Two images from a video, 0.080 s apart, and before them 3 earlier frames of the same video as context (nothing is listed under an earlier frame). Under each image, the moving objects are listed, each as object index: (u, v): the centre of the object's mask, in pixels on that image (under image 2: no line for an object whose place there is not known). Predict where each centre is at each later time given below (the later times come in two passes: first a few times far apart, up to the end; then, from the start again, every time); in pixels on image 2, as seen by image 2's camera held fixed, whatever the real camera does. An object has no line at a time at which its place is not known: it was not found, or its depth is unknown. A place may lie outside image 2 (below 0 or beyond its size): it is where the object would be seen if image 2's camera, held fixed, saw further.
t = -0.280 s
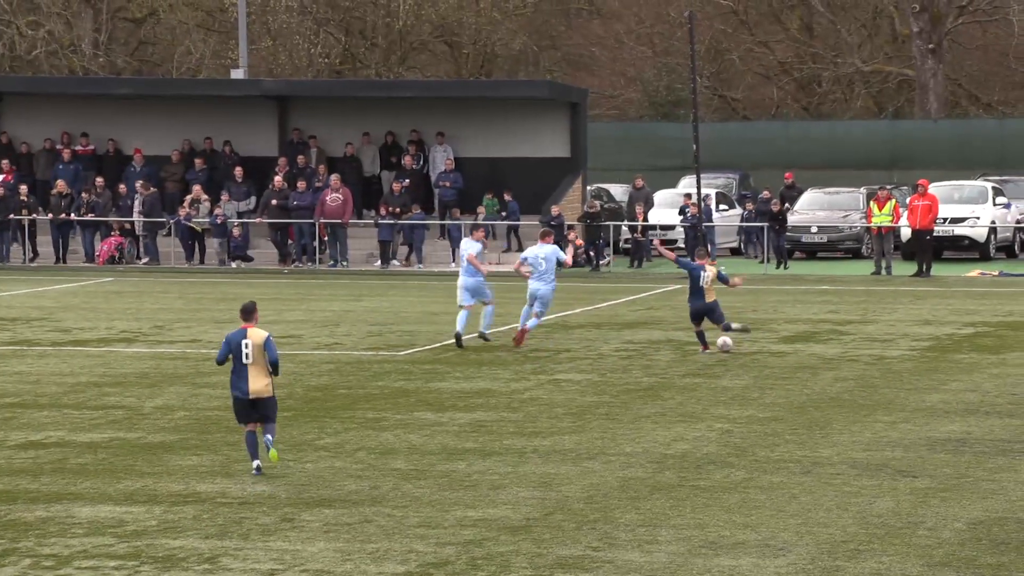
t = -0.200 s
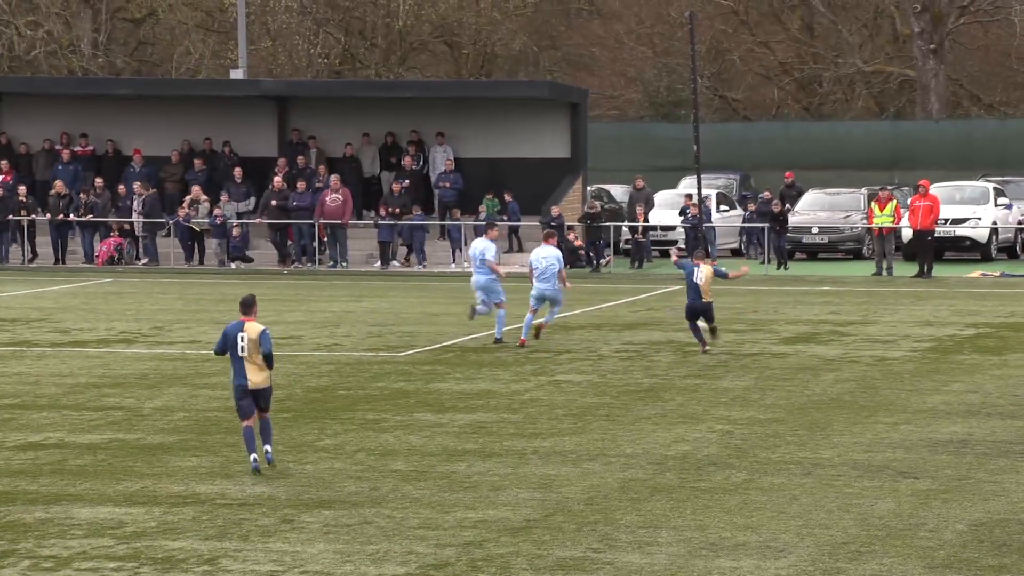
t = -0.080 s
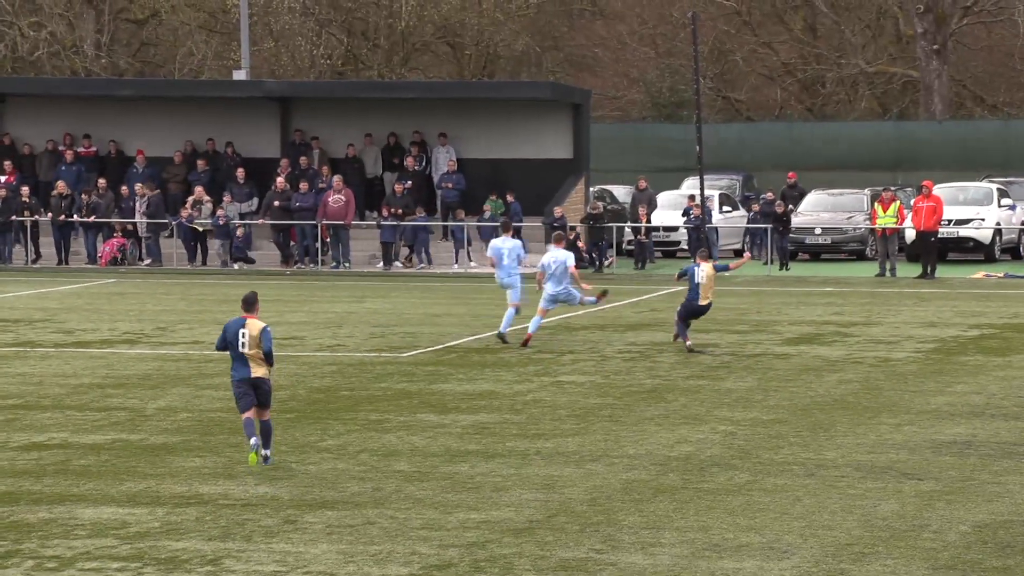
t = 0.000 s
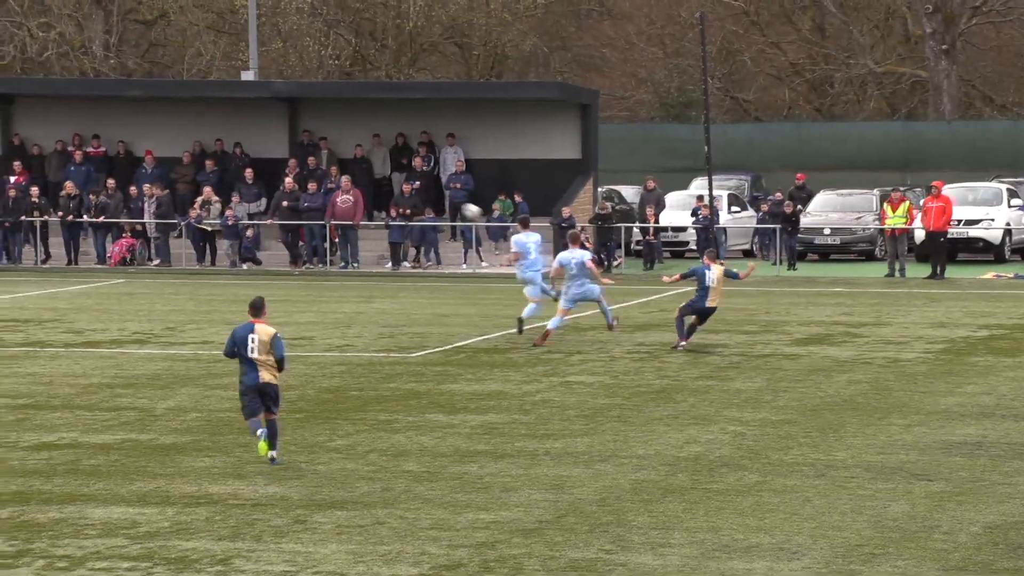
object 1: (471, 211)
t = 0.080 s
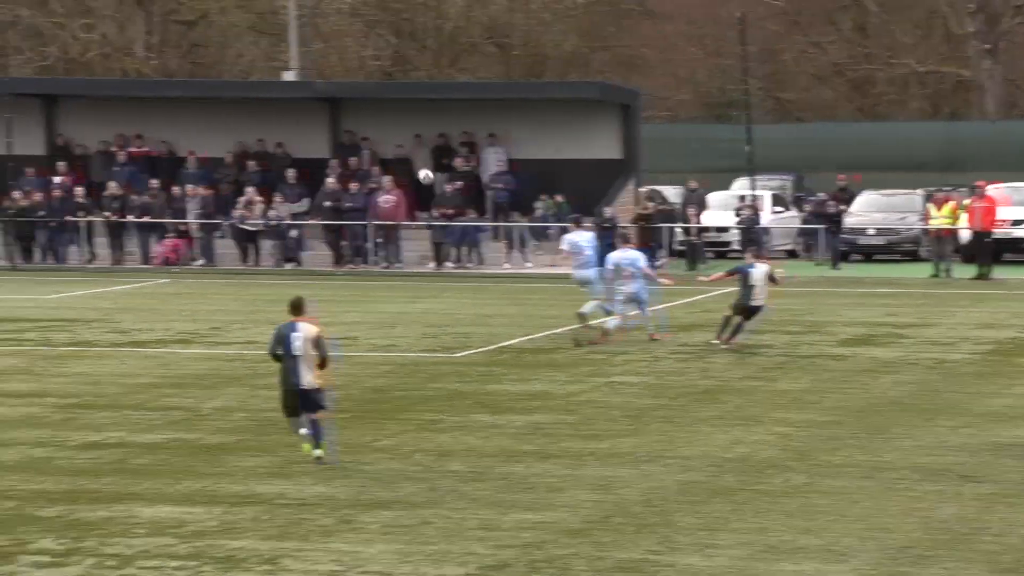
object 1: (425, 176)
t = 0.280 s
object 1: (220, 112)
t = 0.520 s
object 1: (-14, 72)
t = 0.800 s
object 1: (-283, 72)
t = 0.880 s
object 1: (-360, 82)
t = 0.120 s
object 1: (383, 161)
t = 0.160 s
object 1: (341, 147)
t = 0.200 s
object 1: (300, 133)
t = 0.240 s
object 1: (260, 122)
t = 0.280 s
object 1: (220, 112)
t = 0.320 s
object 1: (180, 103)
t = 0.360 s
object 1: (141, 95)
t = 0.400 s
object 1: (102, 87)
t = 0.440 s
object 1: (63, 82)
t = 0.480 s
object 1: (25, 76)
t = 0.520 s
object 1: (-14, 72)
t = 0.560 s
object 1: (-52, 69)
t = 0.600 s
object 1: (-91, 66)
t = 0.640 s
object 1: (-129, 65)
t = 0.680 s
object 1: (-168, 64)
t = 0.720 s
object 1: (-206, 65)
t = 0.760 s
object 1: (-244, 67)
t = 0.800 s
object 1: (-283, 72)
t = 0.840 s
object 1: (-321, 76)
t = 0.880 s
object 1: (-360, 82)
